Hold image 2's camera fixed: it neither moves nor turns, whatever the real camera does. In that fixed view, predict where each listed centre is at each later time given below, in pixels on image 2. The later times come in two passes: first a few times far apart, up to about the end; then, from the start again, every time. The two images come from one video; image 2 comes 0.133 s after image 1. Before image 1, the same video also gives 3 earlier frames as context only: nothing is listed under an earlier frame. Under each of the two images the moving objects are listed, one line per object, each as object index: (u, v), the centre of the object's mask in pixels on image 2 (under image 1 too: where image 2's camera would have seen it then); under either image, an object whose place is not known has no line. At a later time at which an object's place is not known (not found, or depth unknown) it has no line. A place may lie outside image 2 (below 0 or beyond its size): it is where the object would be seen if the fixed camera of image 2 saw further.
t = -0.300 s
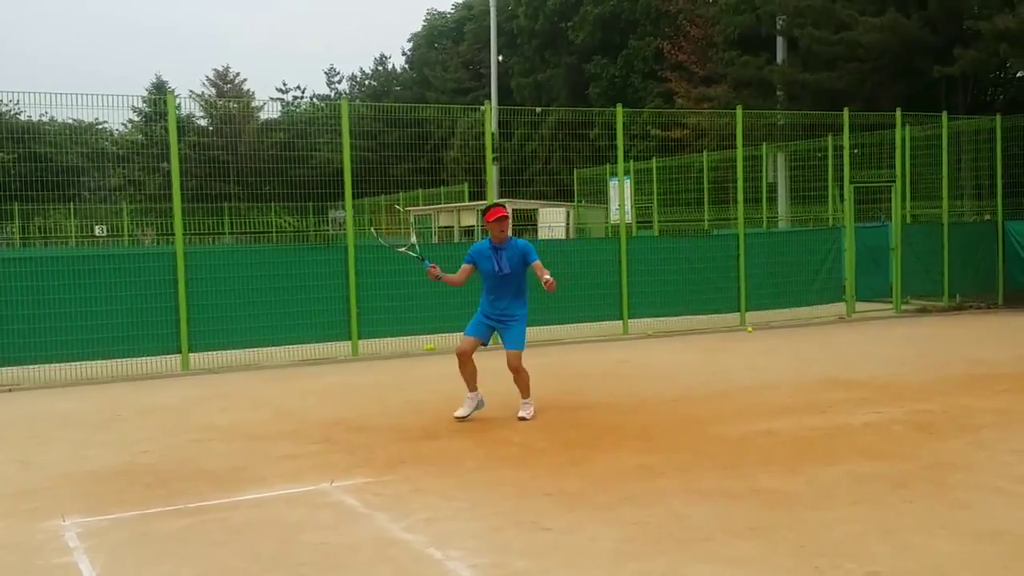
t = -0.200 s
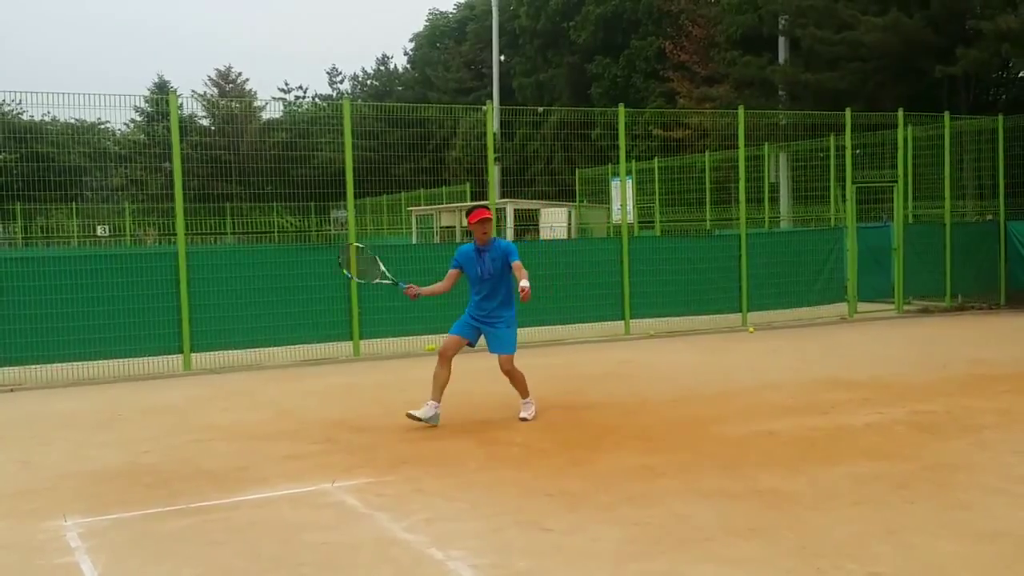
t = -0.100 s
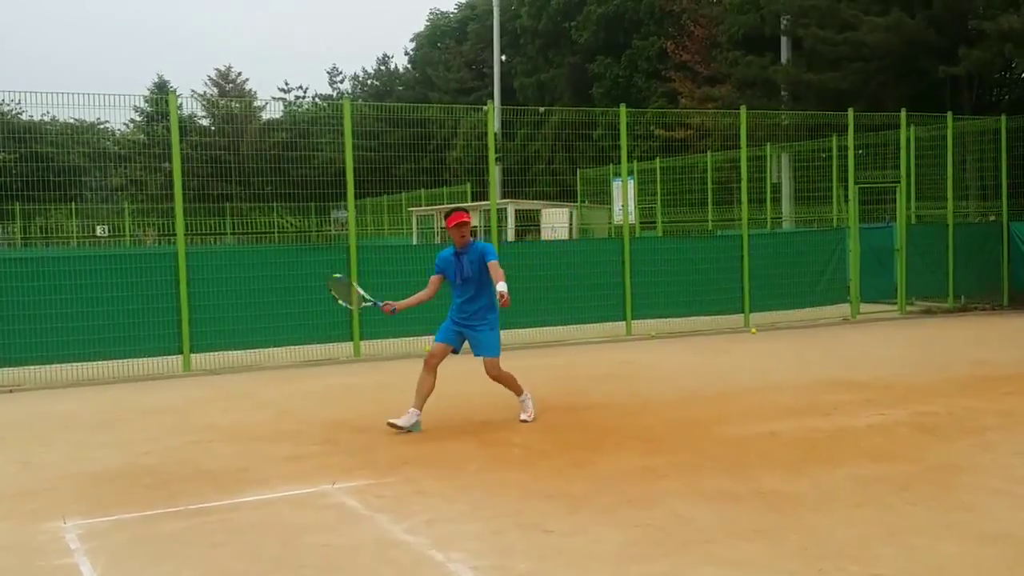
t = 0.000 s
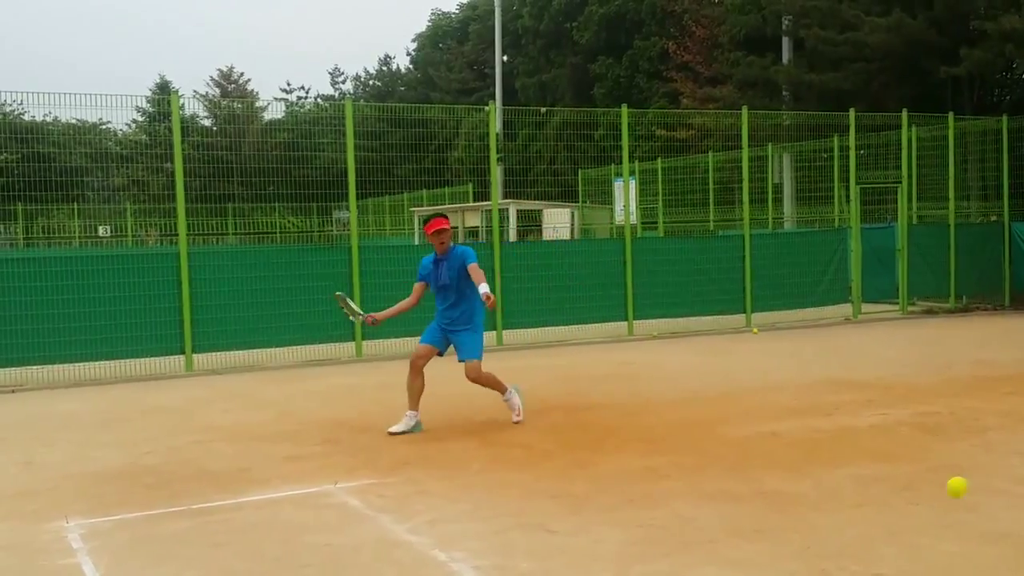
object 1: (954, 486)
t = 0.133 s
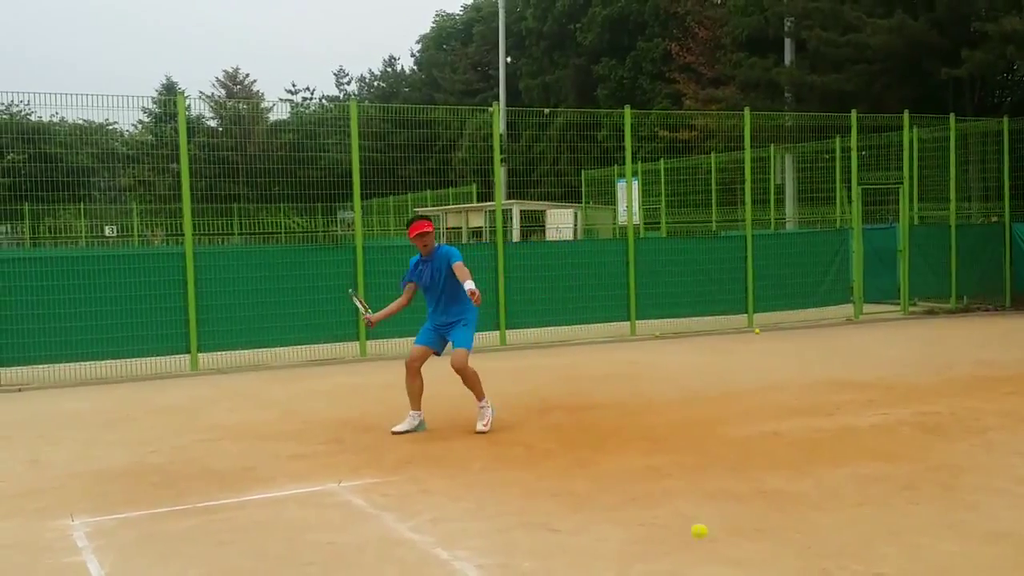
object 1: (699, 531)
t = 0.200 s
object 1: (642, 455)
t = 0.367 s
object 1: (519, 333)
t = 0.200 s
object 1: (642, 455)
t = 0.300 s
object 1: (565, 372)
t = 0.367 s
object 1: (519, 333)
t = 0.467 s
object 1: (459, 298)
